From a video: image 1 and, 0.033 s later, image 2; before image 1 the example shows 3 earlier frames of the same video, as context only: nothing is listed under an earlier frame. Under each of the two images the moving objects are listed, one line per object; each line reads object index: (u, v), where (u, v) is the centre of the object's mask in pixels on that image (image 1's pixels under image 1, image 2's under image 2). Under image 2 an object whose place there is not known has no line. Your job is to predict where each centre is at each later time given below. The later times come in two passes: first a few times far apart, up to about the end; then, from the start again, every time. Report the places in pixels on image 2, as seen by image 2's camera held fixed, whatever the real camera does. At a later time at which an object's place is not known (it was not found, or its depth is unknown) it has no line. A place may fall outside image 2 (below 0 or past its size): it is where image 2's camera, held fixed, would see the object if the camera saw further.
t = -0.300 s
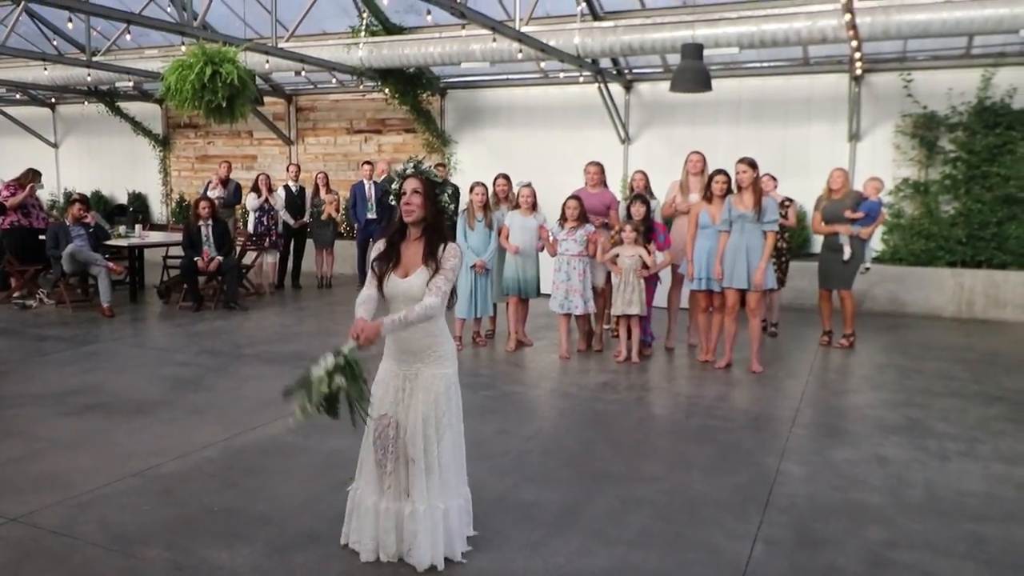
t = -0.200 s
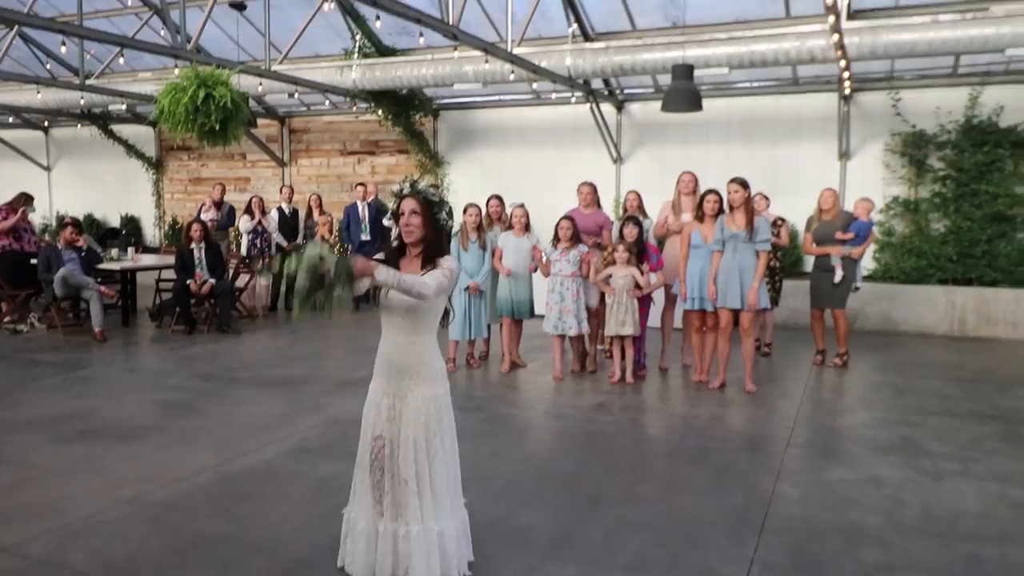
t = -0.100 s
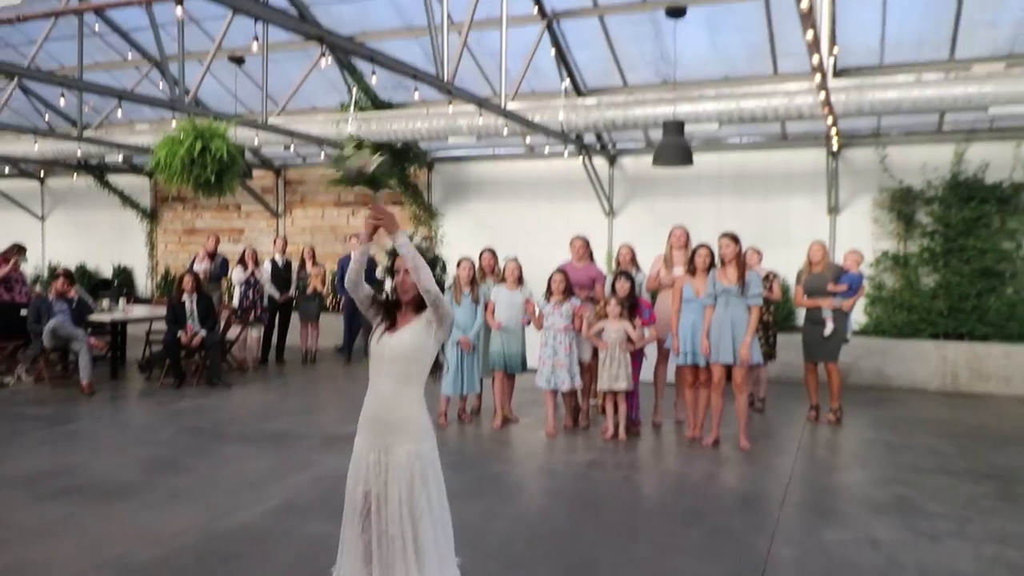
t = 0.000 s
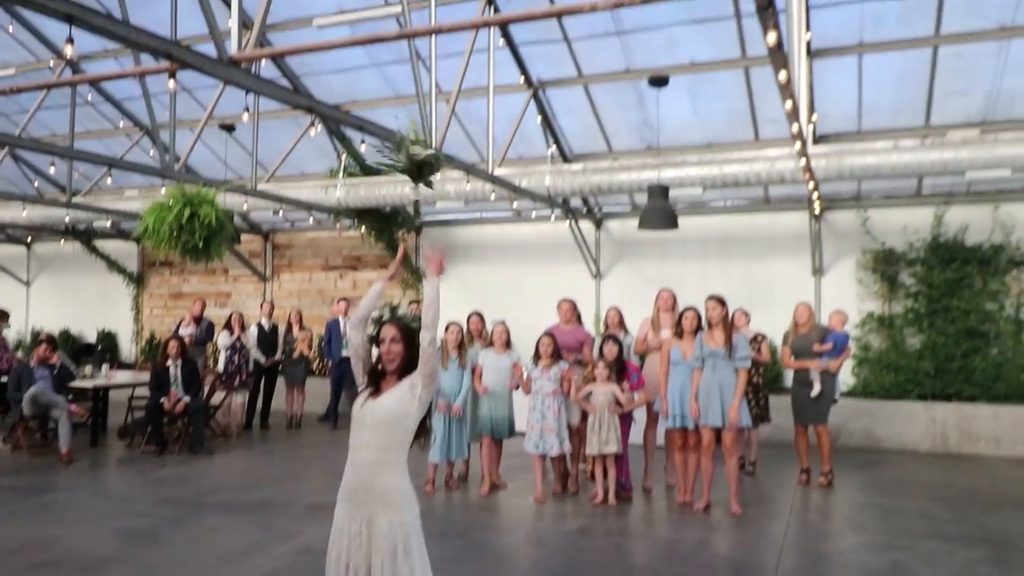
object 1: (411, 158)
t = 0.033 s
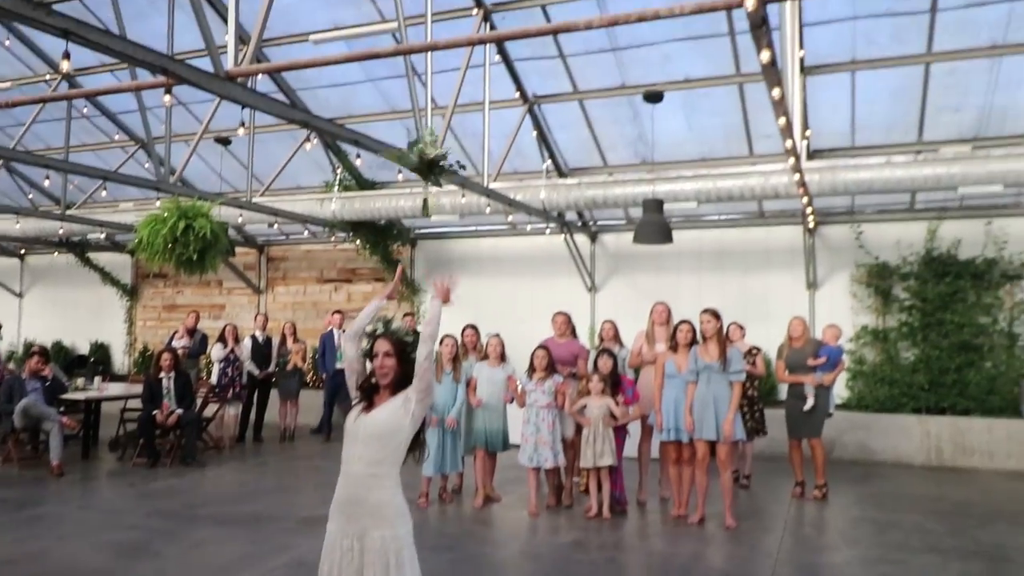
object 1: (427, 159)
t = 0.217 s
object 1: (490, 135)
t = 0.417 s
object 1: (533, 170)
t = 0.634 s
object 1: (564, 254)
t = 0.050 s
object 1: (433, 153)
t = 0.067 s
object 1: (441, 150)
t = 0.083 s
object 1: (448, 146)
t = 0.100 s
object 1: (454, 142)
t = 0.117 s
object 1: (459, 139)
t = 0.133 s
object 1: (464, 137)
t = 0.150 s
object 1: (469, 137)
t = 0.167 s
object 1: (474, 136)
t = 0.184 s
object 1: (480, 135)
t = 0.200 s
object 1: (485, 134)
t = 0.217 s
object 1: (490, 135)
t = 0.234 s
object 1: (494, 136)
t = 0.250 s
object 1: (497, 137)
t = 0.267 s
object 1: (501, 137)
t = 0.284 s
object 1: (505, 140)
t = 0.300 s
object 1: (509, 144)
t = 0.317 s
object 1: (512, 147)
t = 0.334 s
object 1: (516, 150)
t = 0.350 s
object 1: (520, 154)
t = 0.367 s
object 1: (525, 157)
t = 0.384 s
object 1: (528, 162)
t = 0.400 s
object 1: (530, 166)
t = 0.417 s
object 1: (533, 170)
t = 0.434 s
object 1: (536, 175)
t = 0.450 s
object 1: (538, 180)
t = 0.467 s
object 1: (541, 186)
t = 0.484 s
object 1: (544, 192)
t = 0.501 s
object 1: (546, 198)
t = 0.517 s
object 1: (549, 204)
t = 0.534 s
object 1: (550, 211)
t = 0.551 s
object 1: (552, 217)
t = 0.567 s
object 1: (557, 224)
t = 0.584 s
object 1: (558, 232)
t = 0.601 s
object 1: (561, 239)
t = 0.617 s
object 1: (563, 244)
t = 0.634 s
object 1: (564, 254)
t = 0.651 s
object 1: (566, 261)
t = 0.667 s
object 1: (568, 268)
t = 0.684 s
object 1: (570, 277)
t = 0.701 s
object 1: (572, 286)
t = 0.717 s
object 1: (574, 294)
